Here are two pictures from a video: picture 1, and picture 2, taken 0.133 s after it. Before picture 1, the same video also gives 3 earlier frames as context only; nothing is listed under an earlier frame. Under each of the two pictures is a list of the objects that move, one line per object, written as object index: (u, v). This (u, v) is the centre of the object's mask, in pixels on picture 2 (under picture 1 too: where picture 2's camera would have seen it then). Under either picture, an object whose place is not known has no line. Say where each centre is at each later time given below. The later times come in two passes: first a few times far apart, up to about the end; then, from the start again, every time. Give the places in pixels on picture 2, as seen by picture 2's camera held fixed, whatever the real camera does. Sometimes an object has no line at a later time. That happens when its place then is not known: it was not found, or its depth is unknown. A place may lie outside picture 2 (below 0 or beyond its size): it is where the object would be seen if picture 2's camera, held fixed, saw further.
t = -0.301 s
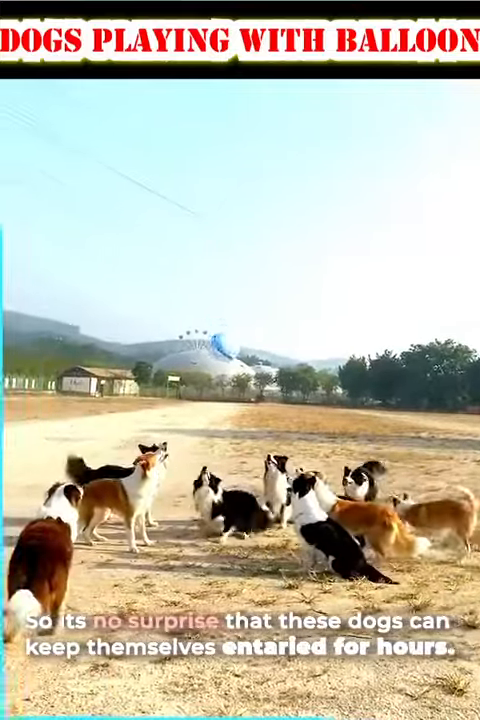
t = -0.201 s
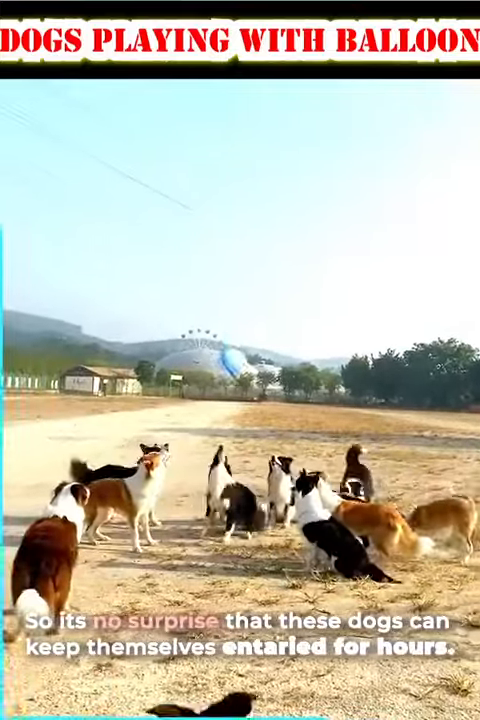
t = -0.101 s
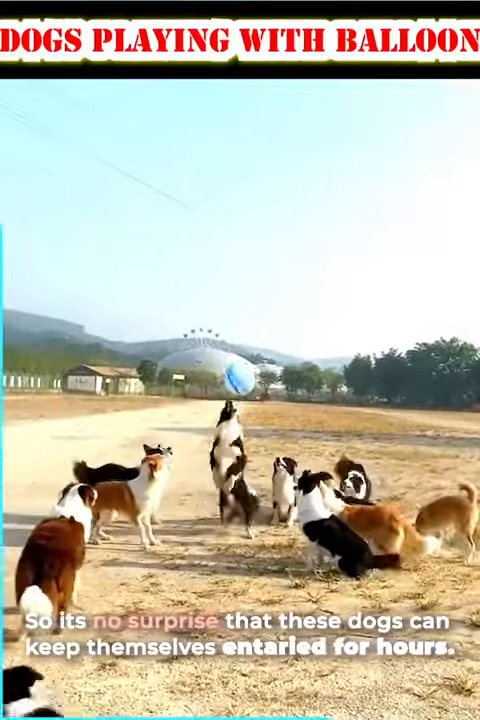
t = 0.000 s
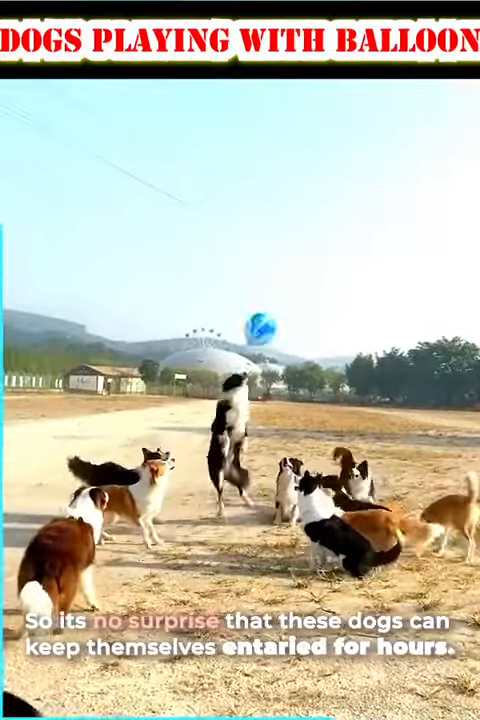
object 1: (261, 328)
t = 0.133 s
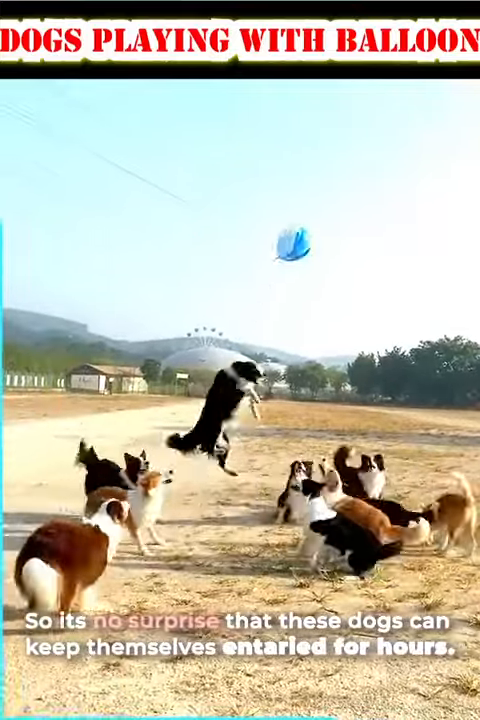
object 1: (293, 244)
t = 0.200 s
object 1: (300, 214)
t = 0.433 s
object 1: (287, 186)
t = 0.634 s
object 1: (293, 189)
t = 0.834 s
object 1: (297, 203)
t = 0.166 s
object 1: (297, 227)
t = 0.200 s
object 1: (300, 214)
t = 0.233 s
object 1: (300, 203)
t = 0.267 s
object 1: (297, 195)
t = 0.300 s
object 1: (293, 190)
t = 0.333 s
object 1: (290, 188)
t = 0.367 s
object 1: (289, 186)
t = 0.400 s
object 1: (288, 185)
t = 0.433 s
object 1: (287, 186)
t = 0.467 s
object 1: (287, 186)
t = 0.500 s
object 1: (286, 186)
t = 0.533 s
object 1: (287, 187)
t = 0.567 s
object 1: (289, 187)
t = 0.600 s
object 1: (291, 188)
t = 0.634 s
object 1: (293, 189)
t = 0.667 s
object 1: (294, 190)
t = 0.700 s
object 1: (294, 193)
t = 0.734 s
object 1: (295, 195)
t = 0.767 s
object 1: (295, 198)
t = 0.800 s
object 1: (296, 200)
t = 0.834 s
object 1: (297, 203)
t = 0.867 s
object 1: (298, 206)
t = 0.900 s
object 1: (295, 210)
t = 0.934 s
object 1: (296, 213)
